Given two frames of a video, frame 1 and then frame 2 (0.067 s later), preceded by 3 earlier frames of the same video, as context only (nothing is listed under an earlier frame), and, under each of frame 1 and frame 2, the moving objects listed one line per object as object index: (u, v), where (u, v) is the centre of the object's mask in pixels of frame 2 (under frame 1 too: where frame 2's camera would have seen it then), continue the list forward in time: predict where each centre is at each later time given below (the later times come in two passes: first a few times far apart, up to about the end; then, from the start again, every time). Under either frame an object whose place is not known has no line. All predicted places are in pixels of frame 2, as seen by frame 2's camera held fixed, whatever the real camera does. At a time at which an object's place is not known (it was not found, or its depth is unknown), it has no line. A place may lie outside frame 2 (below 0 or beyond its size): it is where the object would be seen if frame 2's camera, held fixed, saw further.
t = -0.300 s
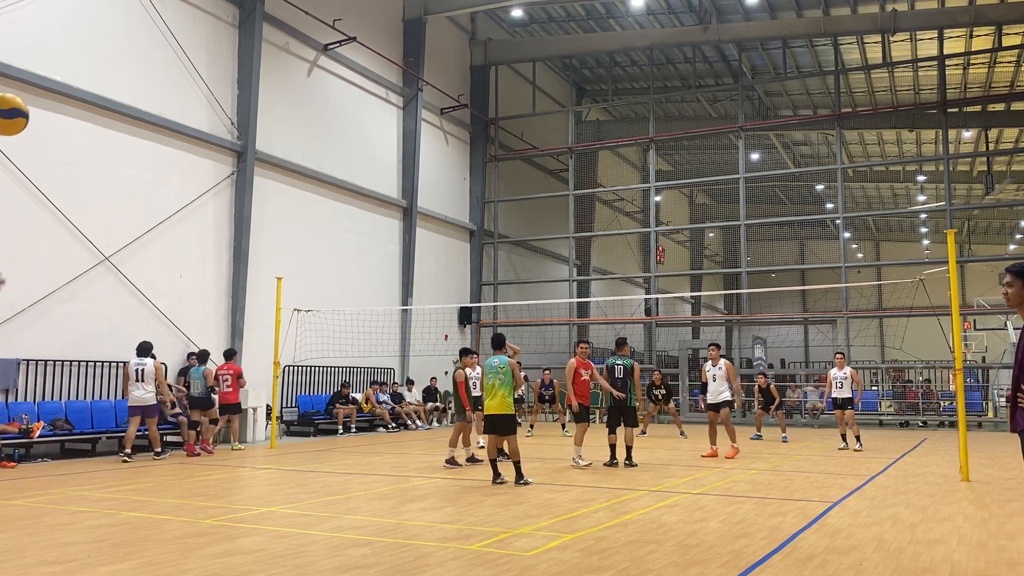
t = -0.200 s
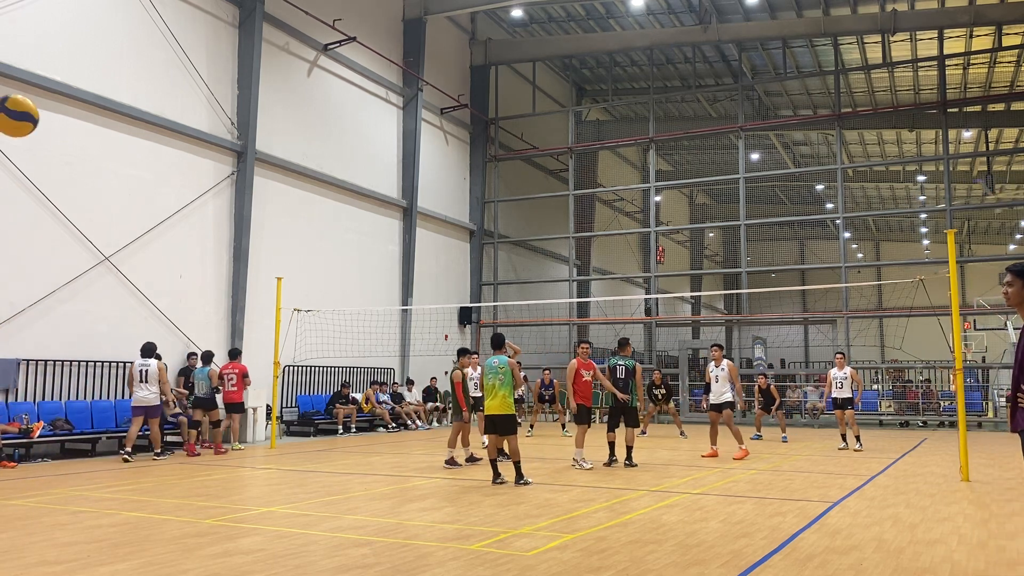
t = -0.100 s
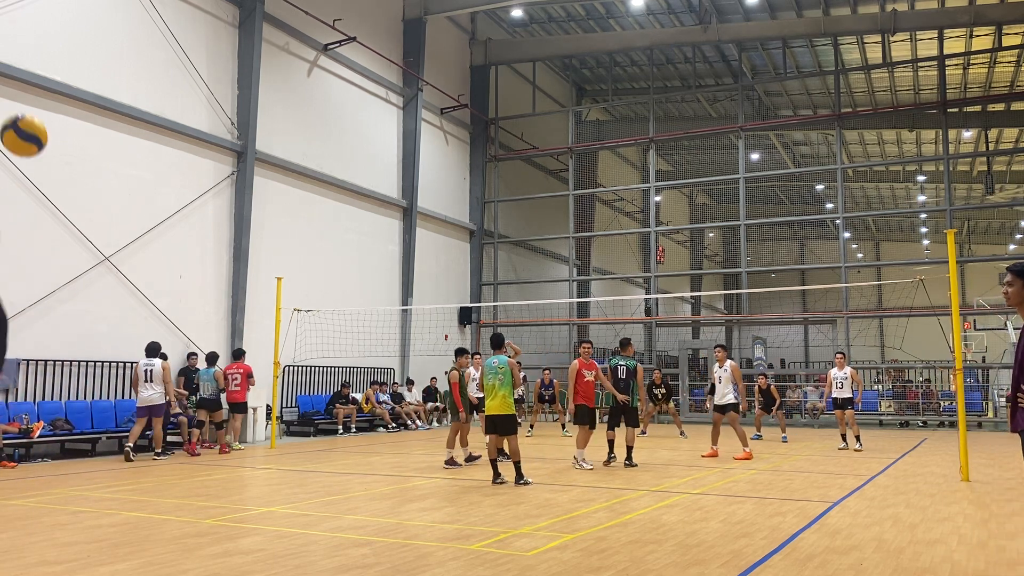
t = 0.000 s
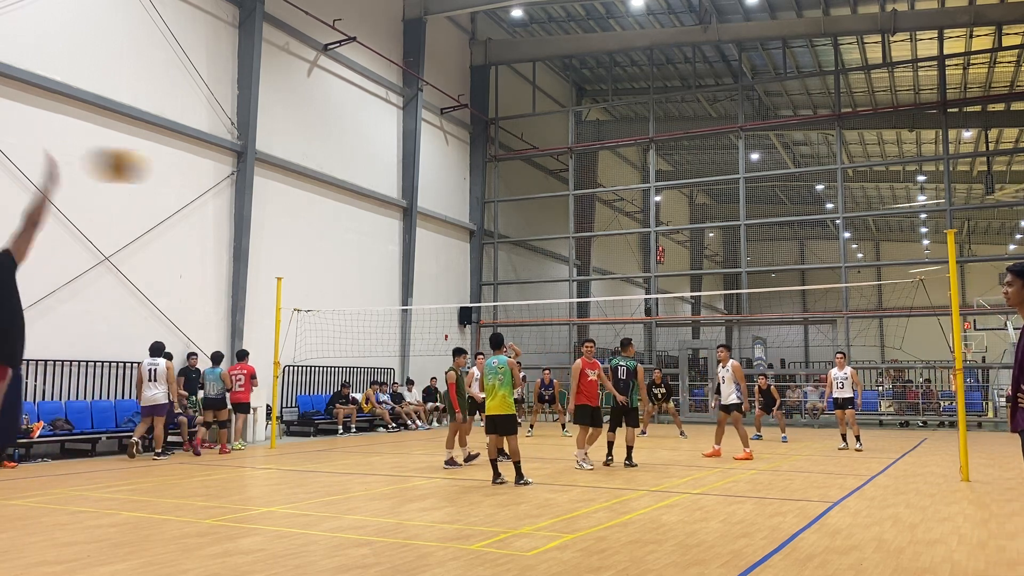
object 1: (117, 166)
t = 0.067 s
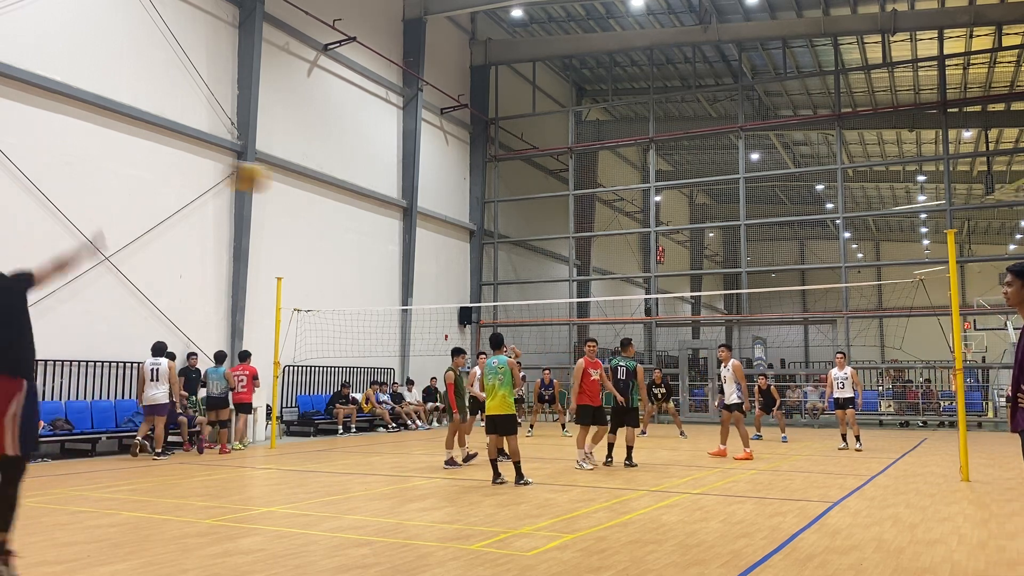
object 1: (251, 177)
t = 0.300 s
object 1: (481, 228)
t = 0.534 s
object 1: (584, 286)
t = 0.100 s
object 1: (299, 184)
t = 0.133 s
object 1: (341, 191)
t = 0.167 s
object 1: (377, 199)
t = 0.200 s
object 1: (407, 205)
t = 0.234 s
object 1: (435, 213)
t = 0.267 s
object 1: (461, 220)
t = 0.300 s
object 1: (481, 228)
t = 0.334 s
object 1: (500, 236)
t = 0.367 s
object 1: (516, 244)
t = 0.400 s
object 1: (532, 253)
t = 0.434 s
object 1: (547, 261)
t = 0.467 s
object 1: (560, 269)
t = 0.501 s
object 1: (573, 277)
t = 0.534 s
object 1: (584, 286)
